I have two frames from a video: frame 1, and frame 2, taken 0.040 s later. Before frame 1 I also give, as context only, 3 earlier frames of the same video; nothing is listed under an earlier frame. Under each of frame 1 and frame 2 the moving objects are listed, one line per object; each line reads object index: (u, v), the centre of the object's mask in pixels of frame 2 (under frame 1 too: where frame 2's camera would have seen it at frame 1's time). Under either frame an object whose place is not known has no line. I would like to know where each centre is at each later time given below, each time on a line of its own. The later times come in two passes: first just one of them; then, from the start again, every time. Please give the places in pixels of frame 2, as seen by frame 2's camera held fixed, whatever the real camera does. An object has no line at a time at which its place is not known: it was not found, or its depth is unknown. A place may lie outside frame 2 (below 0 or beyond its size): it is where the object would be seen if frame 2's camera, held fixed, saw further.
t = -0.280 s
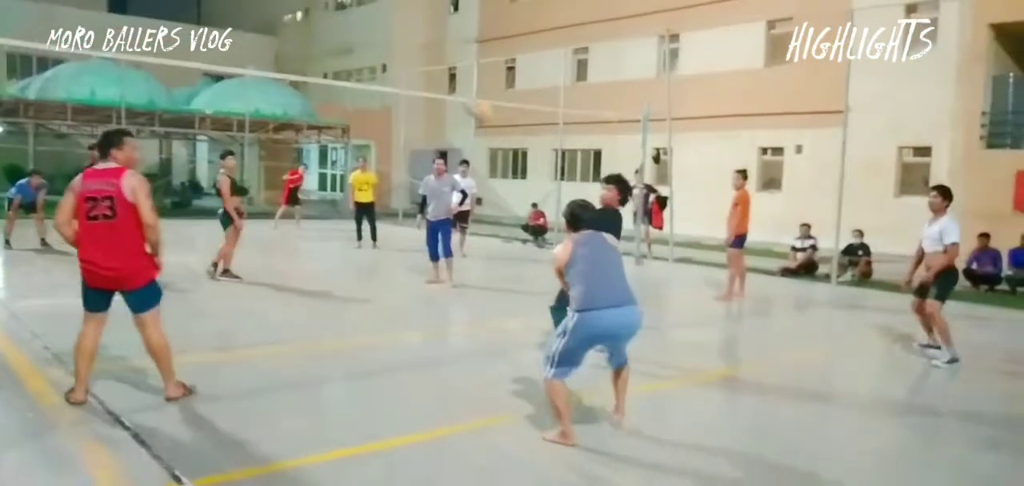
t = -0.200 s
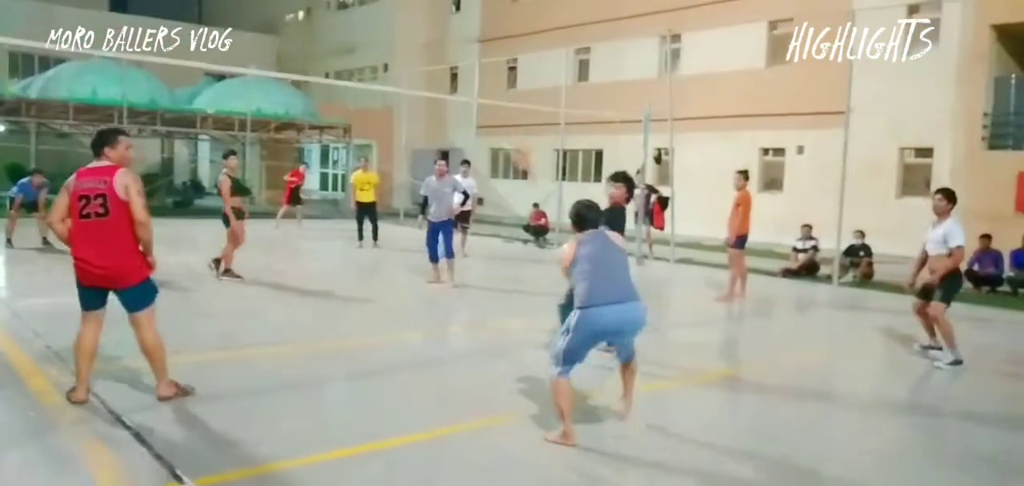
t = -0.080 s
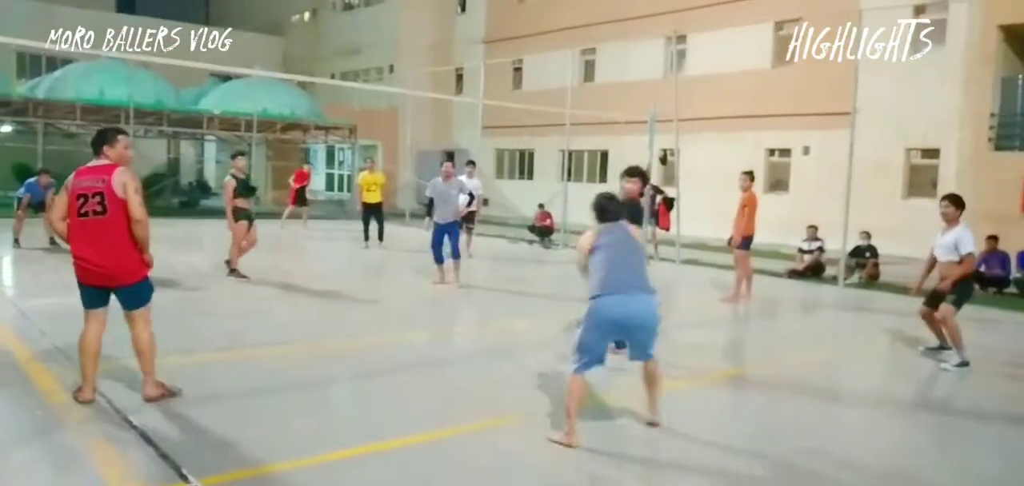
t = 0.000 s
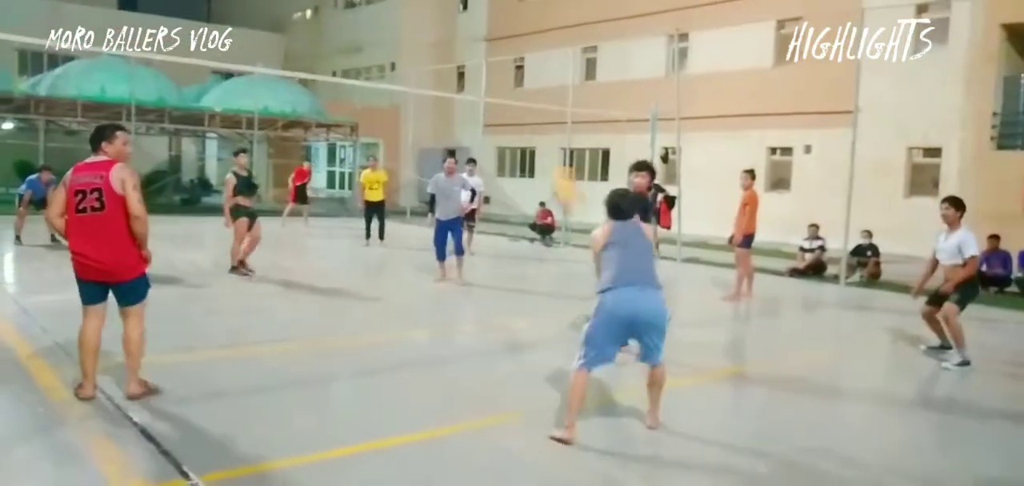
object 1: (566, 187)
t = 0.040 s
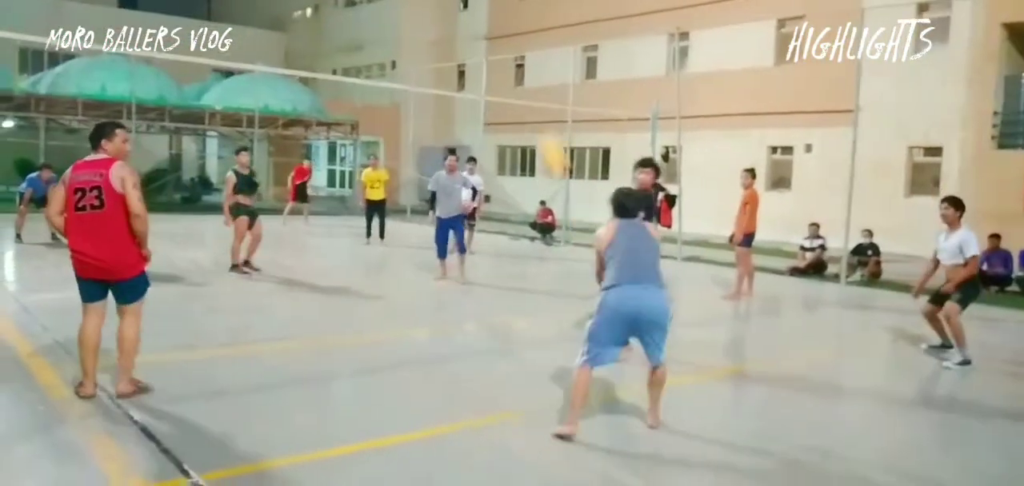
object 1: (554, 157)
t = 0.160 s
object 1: (515, 86)
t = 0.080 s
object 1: (541, 128)
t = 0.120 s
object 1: (530, 107)
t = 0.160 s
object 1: (515, 86)
